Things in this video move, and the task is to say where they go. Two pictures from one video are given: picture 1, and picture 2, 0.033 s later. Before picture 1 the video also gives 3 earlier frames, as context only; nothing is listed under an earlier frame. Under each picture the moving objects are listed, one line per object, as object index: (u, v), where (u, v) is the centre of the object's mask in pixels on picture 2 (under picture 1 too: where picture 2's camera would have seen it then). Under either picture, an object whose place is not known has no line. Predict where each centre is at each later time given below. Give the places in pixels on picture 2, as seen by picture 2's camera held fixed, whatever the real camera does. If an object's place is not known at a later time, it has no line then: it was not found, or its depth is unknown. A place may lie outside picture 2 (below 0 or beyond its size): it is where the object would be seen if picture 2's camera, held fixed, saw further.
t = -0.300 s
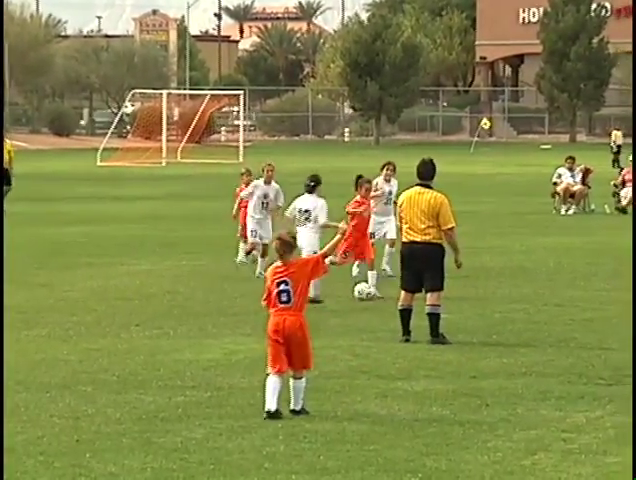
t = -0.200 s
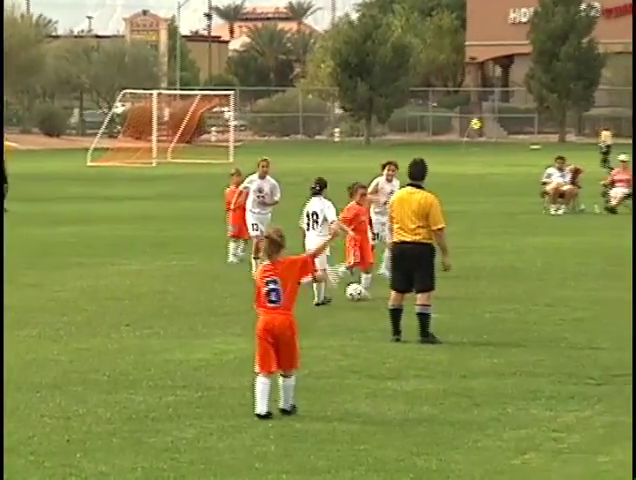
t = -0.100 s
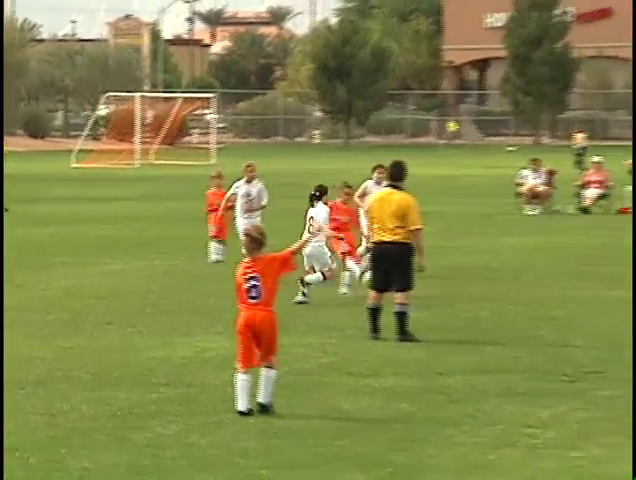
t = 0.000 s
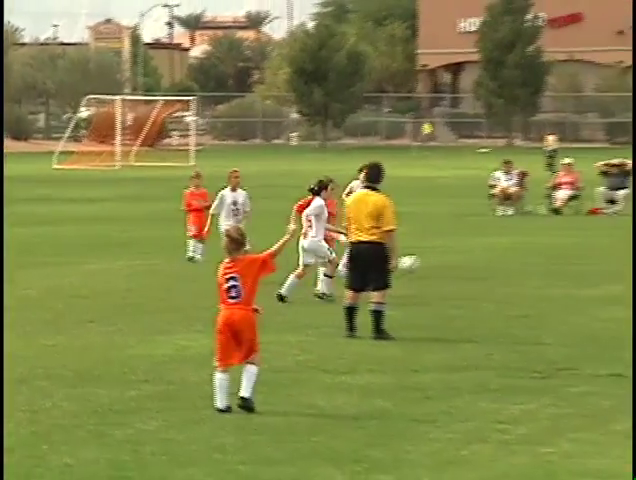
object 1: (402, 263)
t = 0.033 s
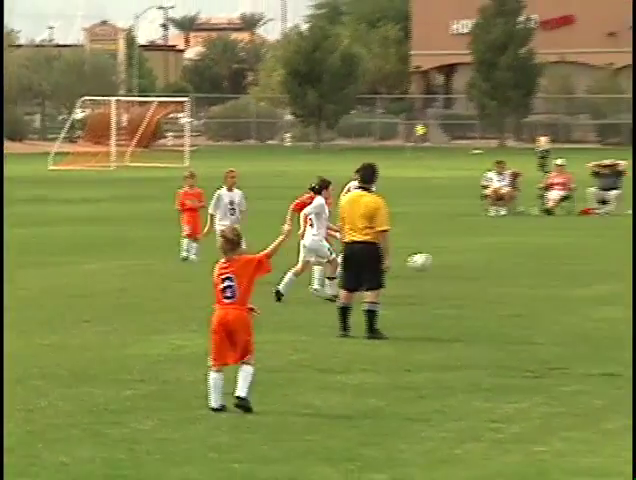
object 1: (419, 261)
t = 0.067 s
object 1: (438, 259)
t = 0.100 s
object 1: (458, 259)
